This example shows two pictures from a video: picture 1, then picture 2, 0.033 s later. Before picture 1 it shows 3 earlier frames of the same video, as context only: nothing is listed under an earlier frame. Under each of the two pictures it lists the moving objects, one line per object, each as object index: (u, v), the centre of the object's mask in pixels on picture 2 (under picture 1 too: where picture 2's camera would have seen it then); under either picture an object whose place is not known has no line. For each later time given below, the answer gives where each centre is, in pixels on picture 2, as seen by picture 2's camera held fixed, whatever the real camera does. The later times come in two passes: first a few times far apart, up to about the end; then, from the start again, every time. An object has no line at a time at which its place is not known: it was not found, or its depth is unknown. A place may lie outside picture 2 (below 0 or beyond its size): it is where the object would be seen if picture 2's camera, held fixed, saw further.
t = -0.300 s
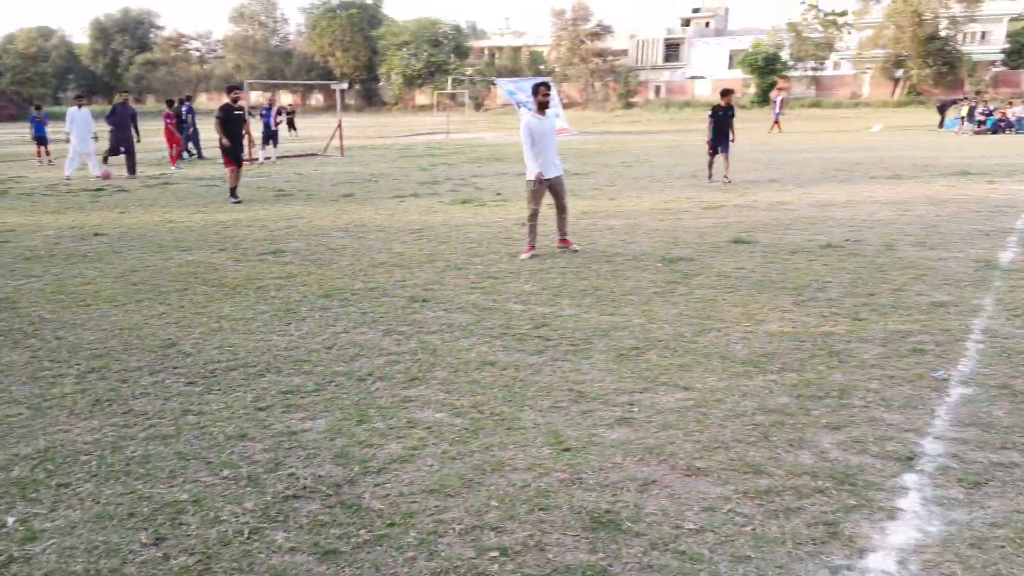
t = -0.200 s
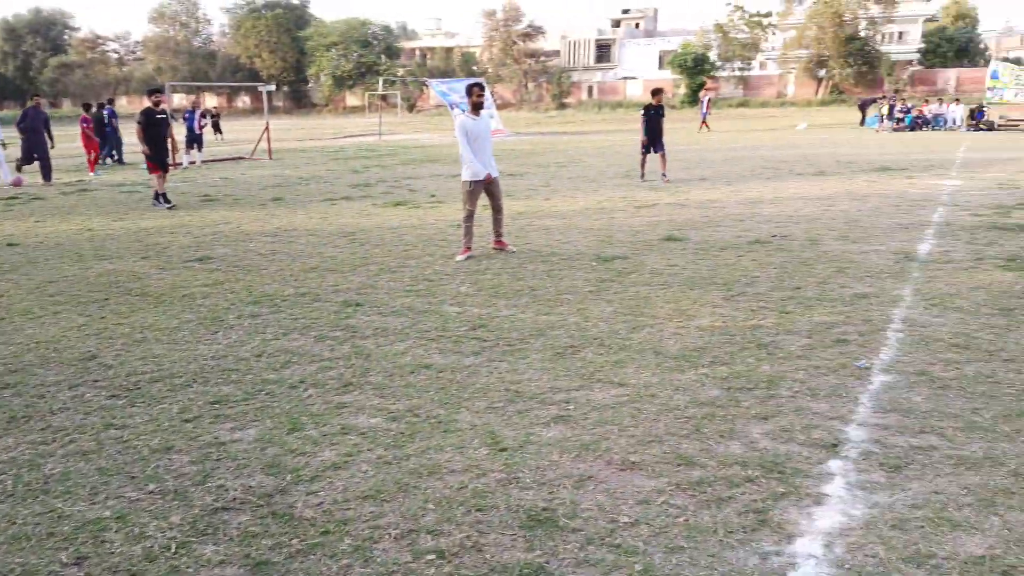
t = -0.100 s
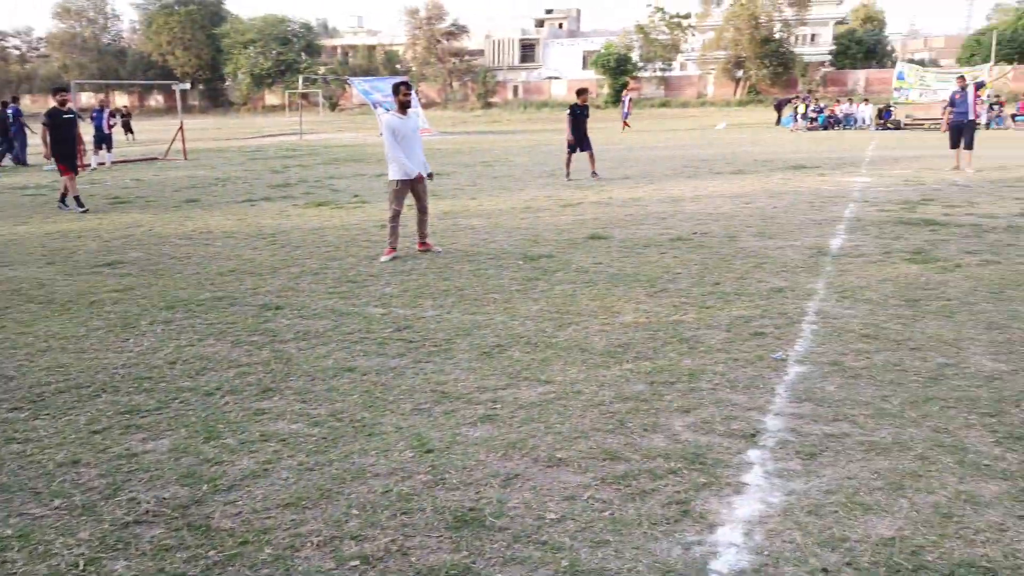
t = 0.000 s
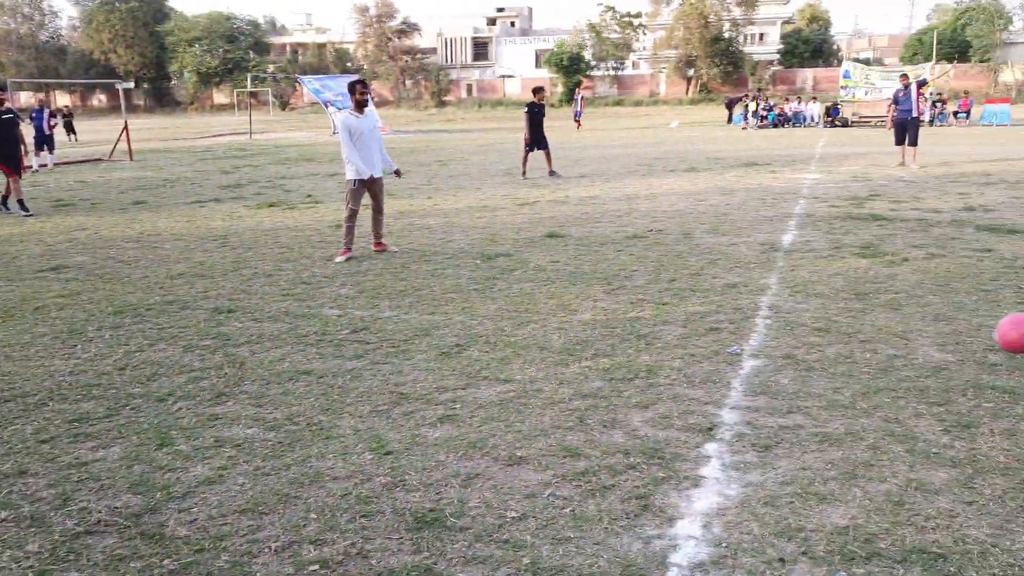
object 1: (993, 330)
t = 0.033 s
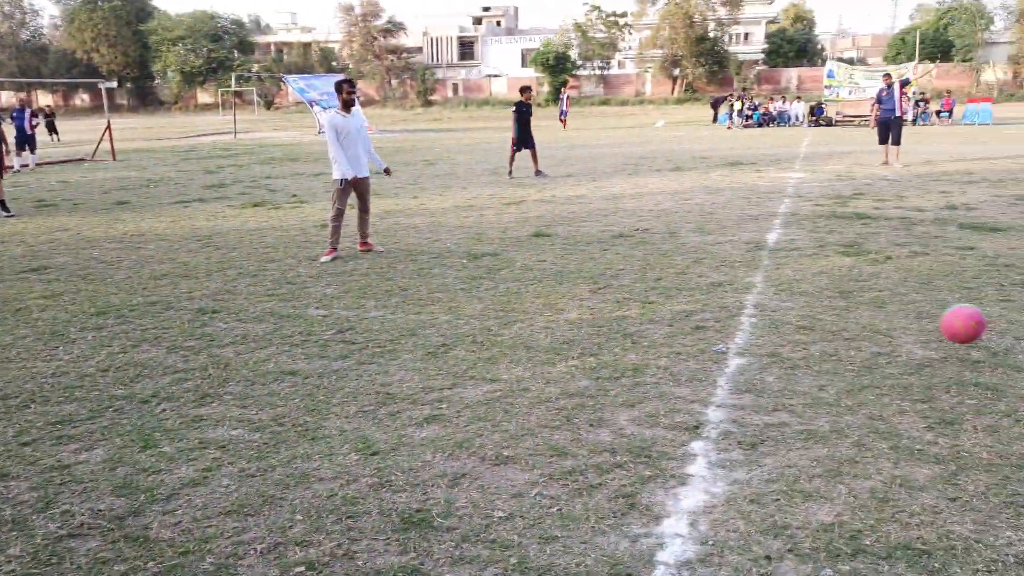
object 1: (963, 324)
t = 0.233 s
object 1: (745, 329)
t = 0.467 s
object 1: (536, 305)
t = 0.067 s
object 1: (927, 320)
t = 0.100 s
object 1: (890, 317)
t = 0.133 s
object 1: (852, 317)
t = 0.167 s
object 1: (815, 319)
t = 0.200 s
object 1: (779, 323)
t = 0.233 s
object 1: (745, 329)
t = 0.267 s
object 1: (710, 336)
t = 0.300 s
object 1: (677, 344)
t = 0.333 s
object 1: (648, 332)
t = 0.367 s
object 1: (620, 322)
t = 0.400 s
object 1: (592, 315)
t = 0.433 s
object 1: (564, 309)
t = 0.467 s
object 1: (536, 305)
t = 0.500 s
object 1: (509, 303)
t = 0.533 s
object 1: (482, 303)
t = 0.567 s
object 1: (456, 304)
